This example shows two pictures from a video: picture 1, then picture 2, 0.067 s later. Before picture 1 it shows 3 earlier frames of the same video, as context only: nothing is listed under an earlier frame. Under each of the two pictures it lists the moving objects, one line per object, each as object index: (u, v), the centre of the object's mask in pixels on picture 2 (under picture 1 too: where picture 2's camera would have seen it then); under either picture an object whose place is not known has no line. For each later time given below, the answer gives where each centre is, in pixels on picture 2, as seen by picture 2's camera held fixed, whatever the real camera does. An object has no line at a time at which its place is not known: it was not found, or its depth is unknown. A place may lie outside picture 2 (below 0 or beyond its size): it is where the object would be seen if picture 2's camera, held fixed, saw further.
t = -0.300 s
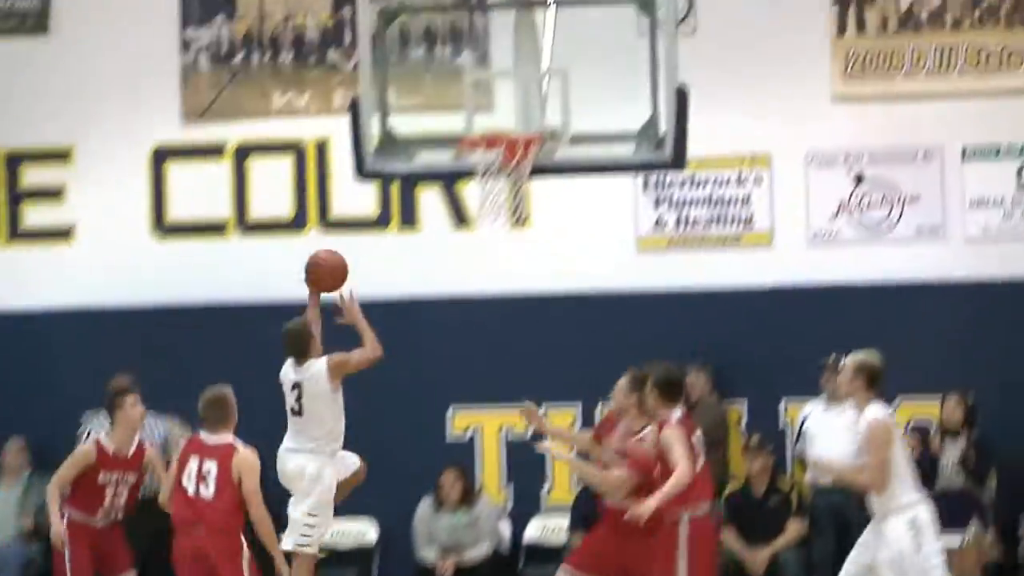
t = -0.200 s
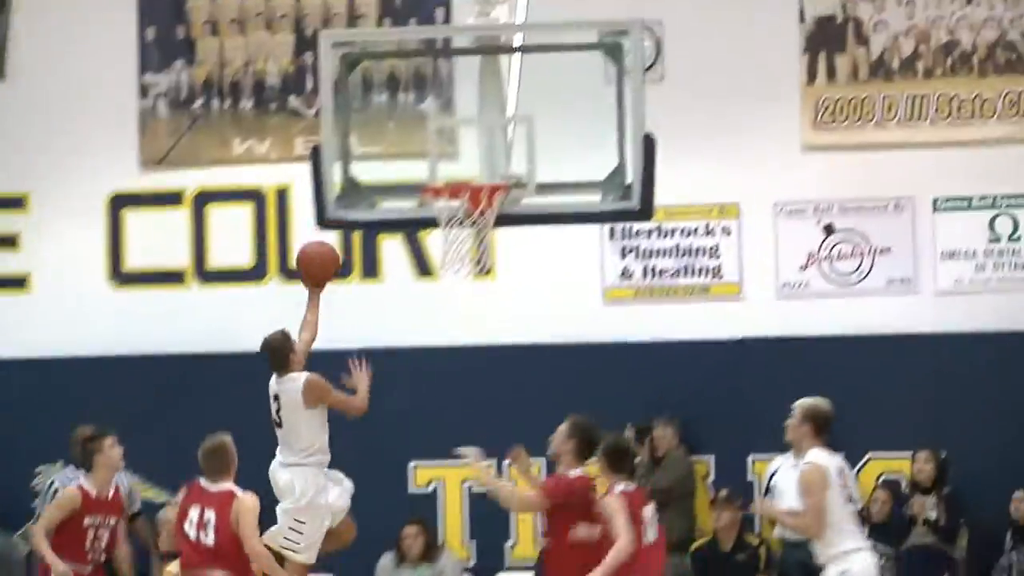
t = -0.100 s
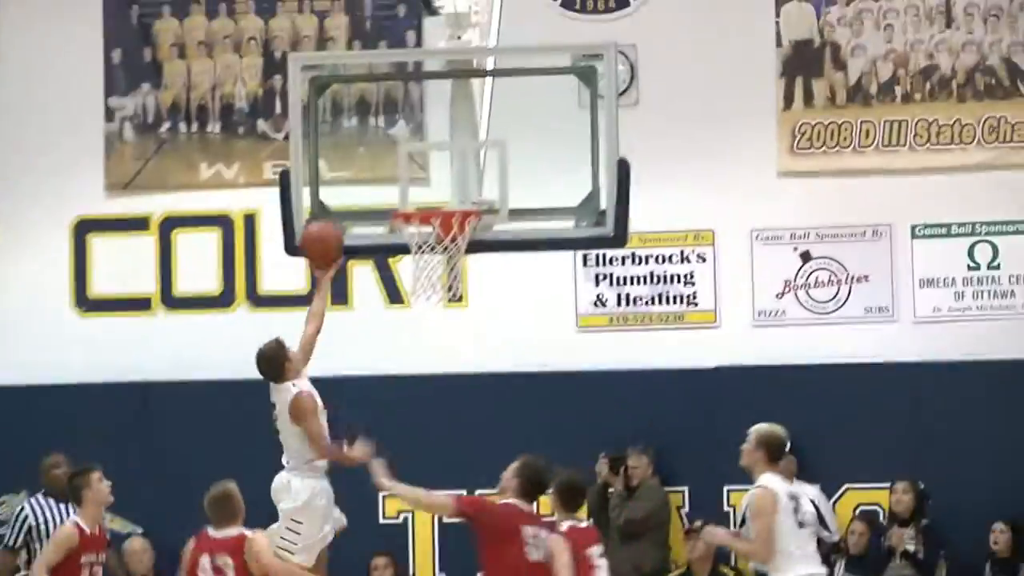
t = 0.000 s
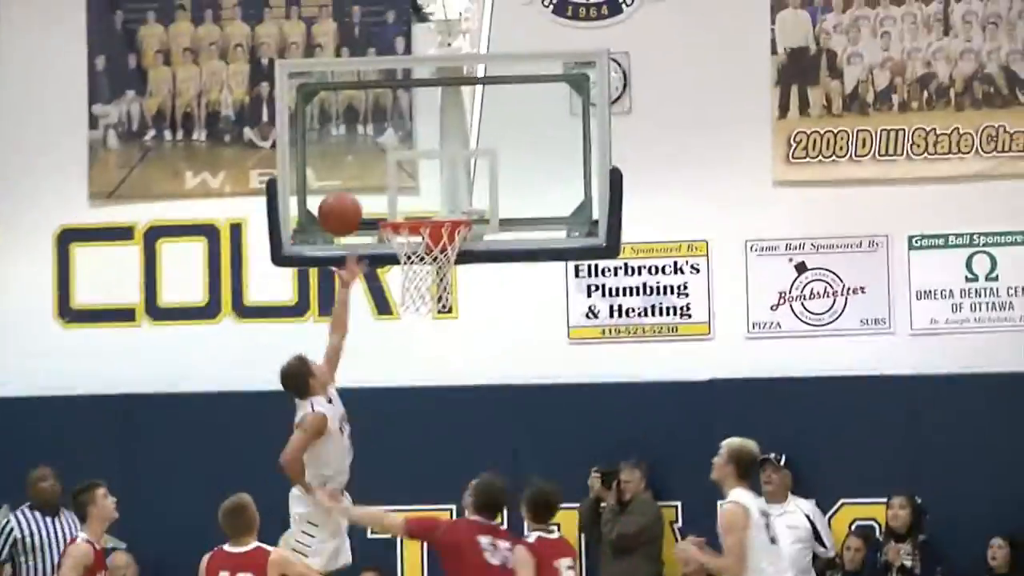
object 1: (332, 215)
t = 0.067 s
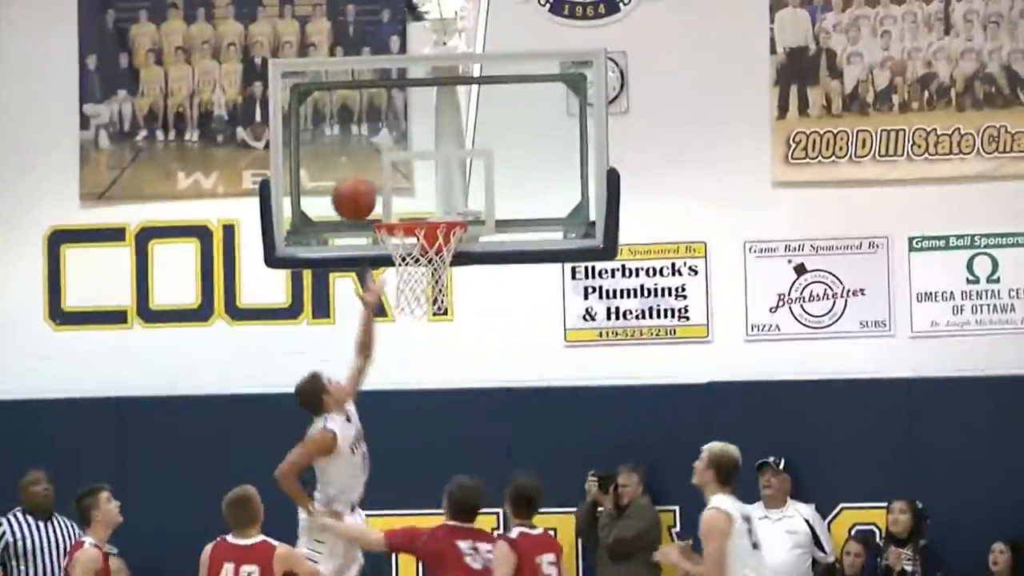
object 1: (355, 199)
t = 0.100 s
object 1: (365, 194)
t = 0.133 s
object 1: (369, 188)
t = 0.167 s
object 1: (372, 186)
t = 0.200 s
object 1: (375, 185)
